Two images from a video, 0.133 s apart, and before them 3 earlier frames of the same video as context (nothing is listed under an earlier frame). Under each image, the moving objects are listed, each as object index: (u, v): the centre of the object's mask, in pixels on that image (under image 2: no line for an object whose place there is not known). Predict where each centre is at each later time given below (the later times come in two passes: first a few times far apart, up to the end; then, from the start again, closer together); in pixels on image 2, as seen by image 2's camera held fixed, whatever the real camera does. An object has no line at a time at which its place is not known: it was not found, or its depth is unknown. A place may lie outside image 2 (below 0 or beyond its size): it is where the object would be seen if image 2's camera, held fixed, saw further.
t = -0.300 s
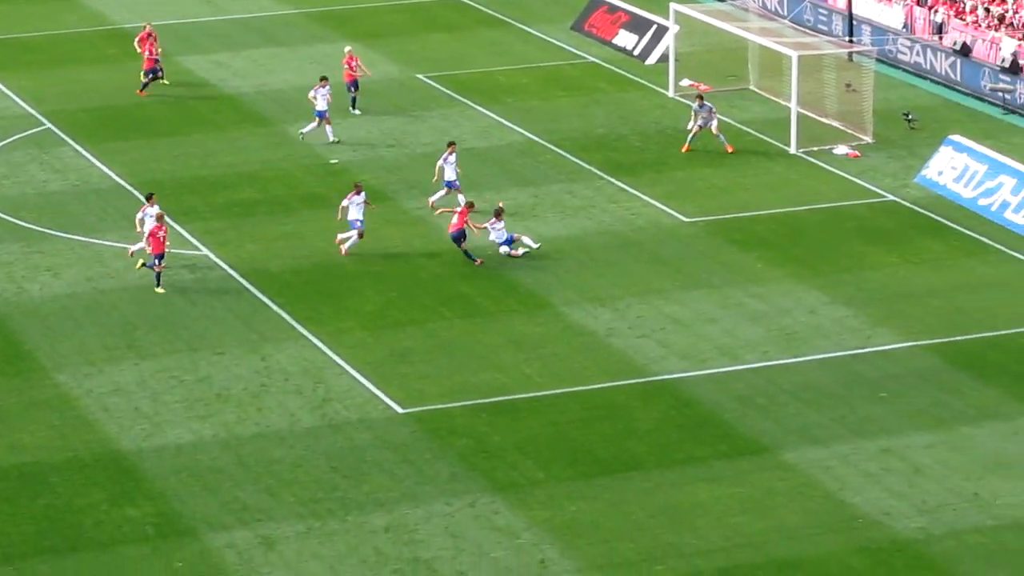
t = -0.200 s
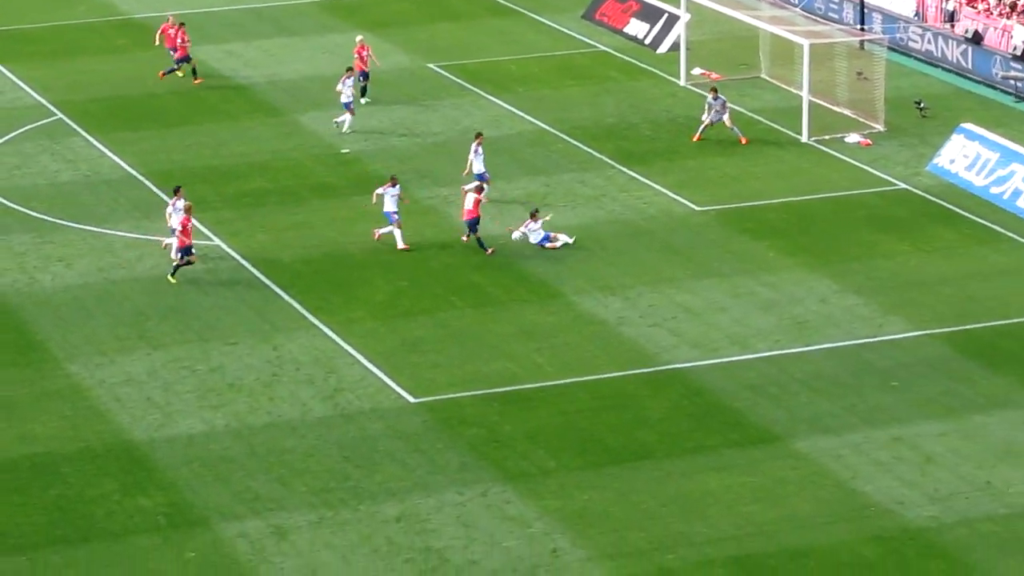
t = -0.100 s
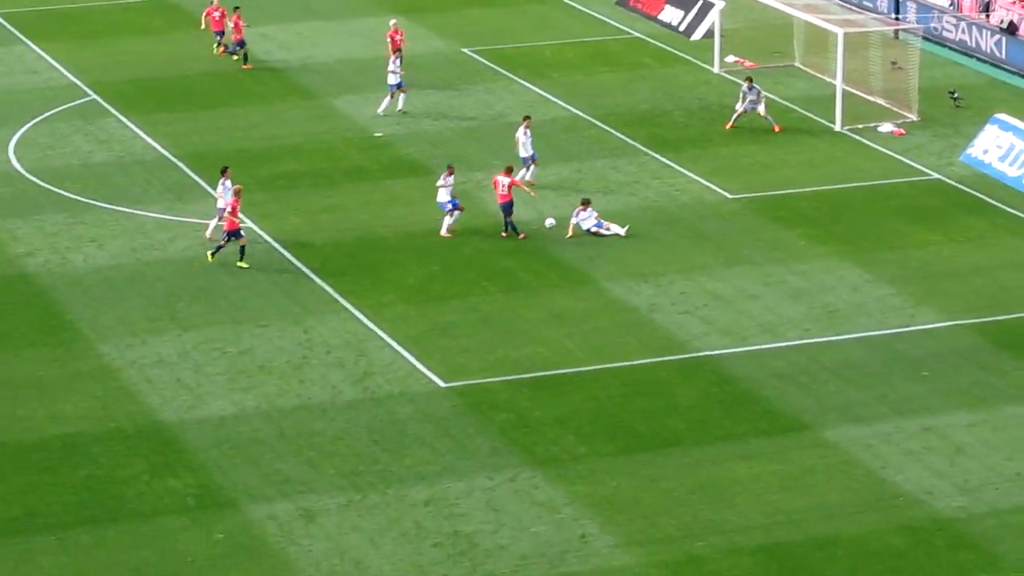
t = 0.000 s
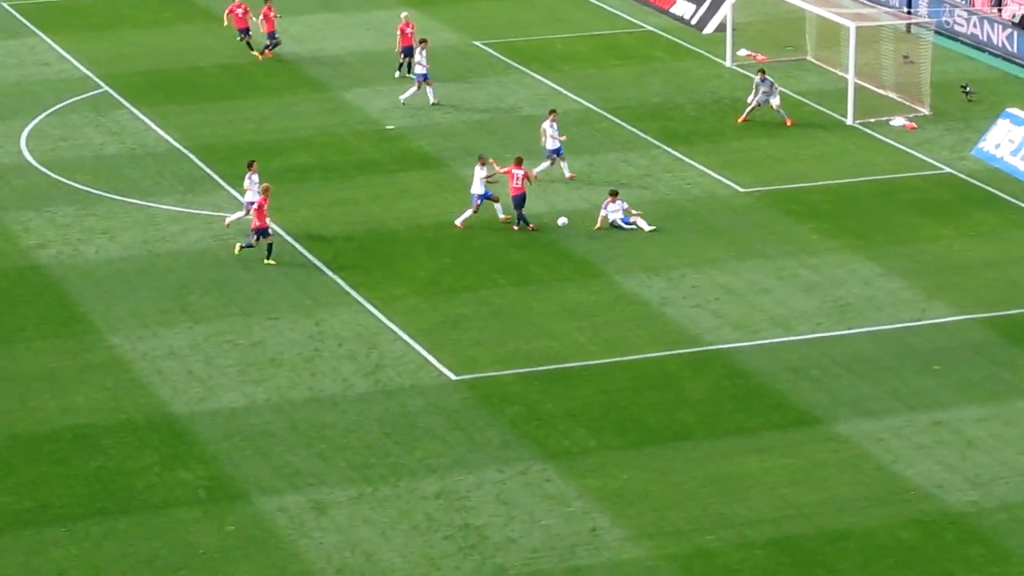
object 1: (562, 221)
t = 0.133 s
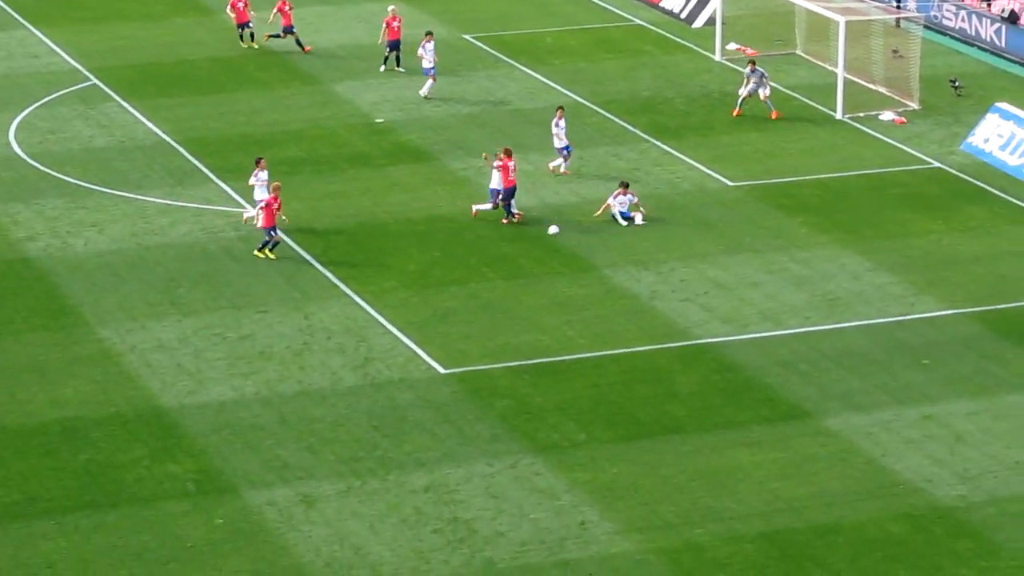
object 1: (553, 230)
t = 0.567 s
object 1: (558, 285)
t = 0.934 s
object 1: (564, 326)
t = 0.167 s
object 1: (553, 235)
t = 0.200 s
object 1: (553, 240)
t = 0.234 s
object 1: (553, 246)
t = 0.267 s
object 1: (553, 253)
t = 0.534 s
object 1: (557, 282)
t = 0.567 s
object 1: (558, 285)
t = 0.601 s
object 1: (559, 288)
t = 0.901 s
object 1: (562, 323)
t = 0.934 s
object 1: (564, 326)
